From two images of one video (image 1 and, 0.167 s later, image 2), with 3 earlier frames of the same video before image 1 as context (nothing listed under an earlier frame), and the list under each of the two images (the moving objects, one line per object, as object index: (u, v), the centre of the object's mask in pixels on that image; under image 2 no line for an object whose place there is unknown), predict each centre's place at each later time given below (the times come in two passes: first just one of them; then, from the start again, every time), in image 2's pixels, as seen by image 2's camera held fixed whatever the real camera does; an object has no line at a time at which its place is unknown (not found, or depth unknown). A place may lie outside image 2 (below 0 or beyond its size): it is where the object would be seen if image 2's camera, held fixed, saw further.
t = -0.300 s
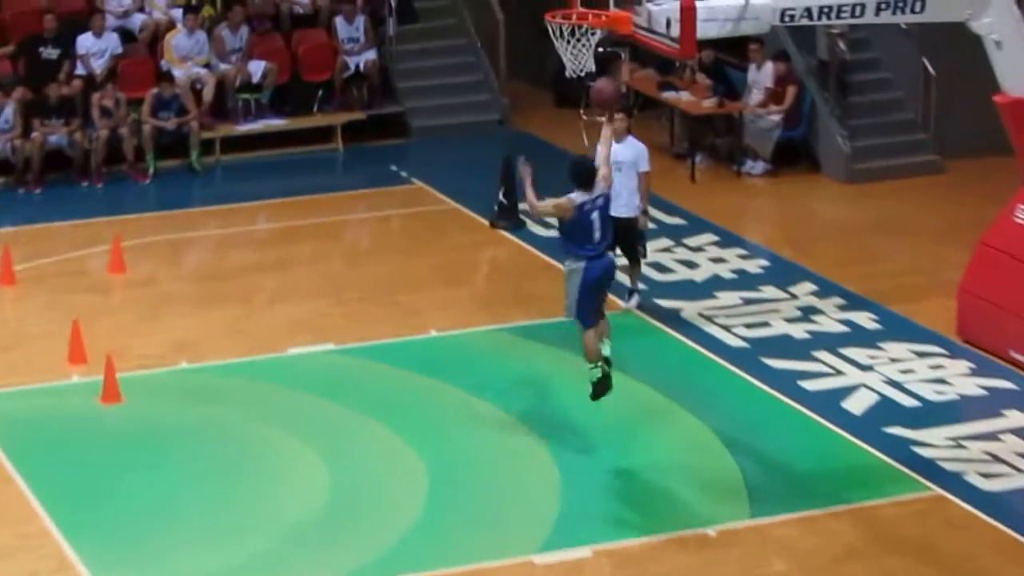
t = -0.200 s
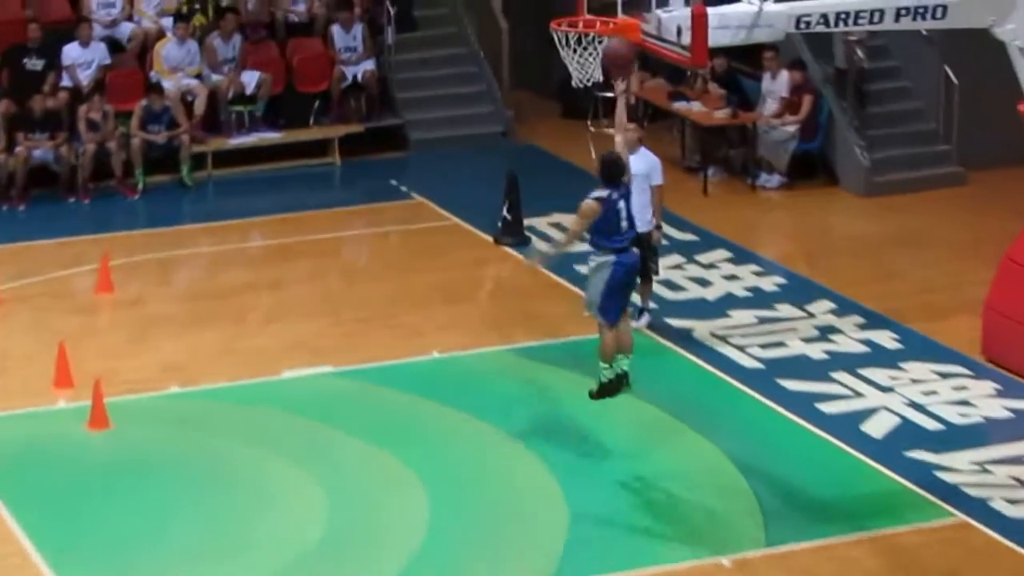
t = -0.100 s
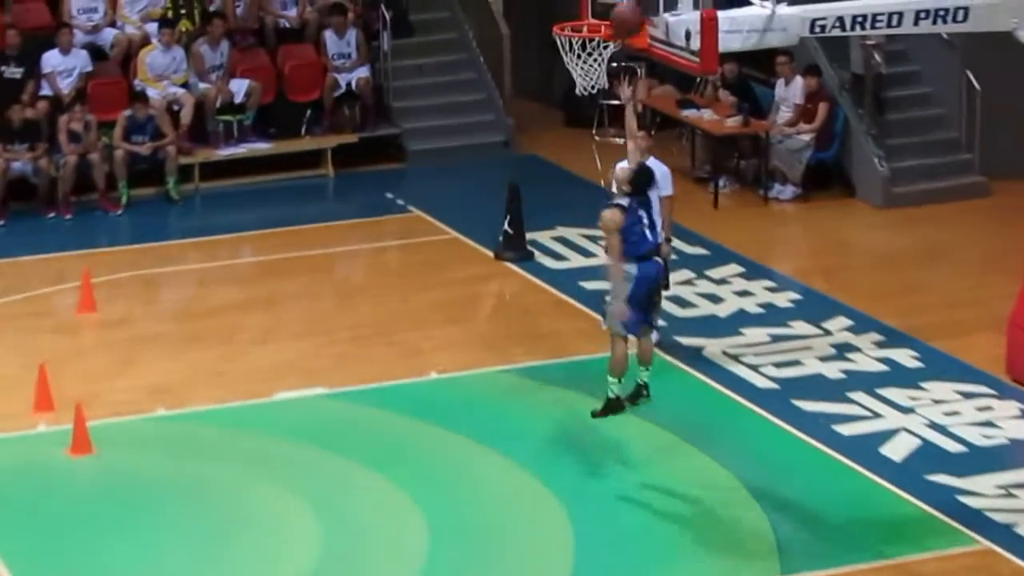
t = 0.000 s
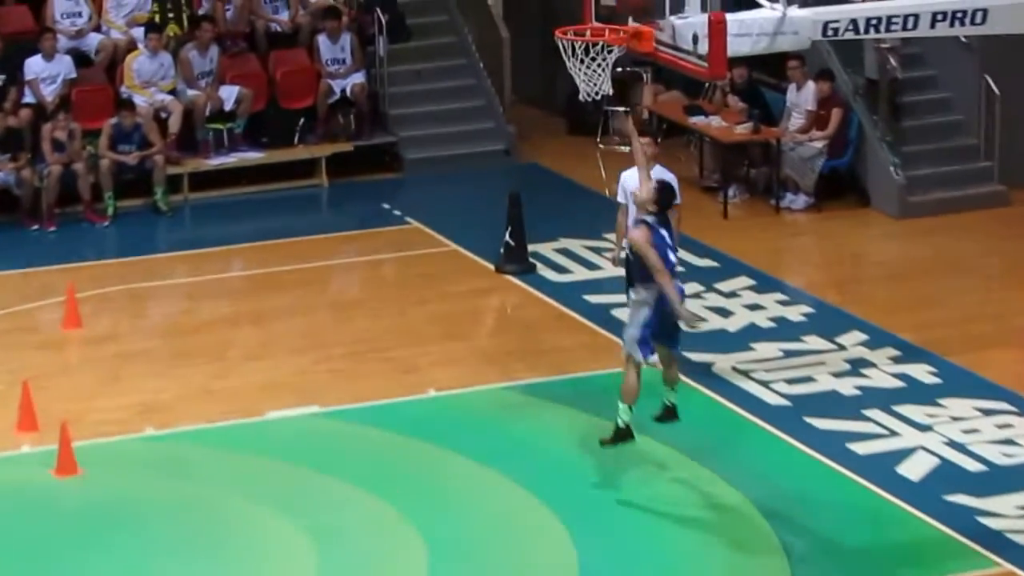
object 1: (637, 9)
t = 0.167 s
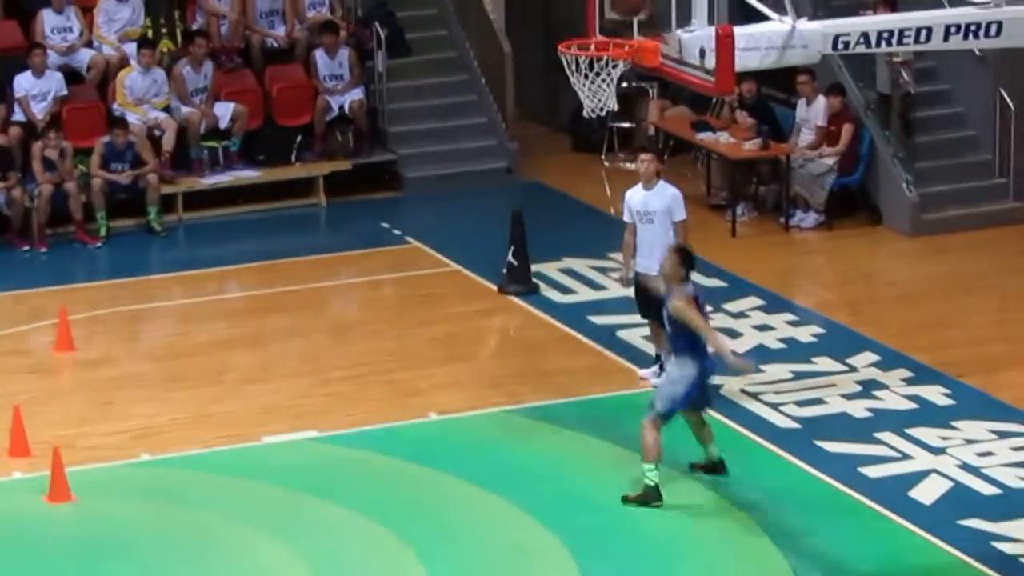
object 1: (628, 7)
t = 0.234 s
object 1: (616, 8)
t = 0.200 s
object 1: (621, 8)
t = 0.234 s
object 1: (616, 8)
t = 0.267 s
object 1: (612, 9)
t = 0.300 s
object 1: (605, 18)
